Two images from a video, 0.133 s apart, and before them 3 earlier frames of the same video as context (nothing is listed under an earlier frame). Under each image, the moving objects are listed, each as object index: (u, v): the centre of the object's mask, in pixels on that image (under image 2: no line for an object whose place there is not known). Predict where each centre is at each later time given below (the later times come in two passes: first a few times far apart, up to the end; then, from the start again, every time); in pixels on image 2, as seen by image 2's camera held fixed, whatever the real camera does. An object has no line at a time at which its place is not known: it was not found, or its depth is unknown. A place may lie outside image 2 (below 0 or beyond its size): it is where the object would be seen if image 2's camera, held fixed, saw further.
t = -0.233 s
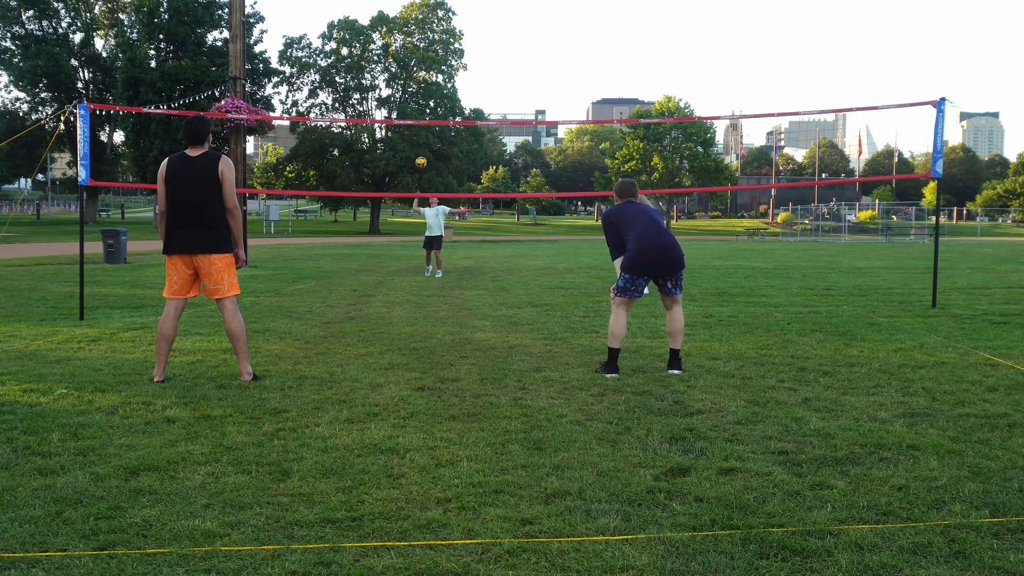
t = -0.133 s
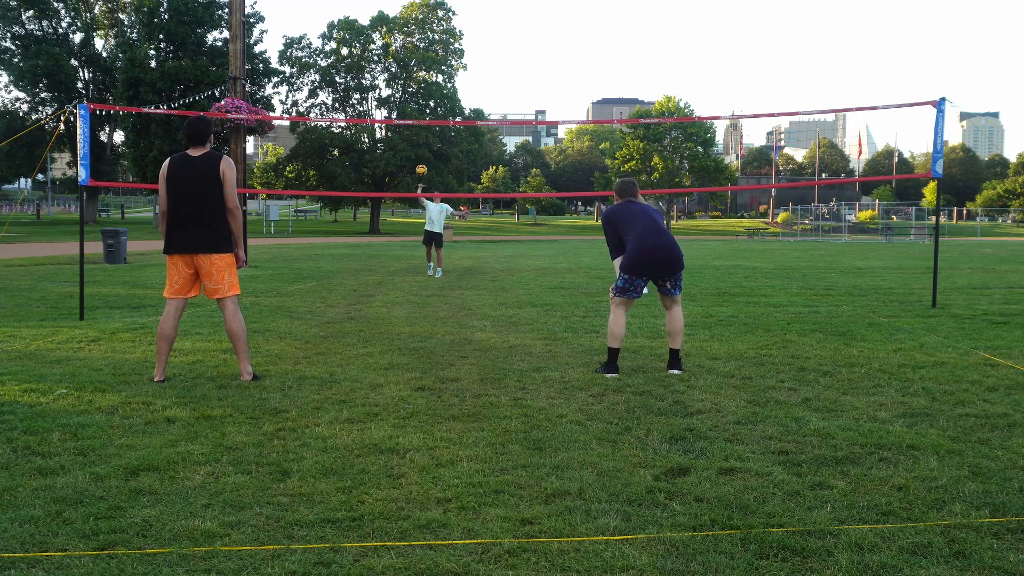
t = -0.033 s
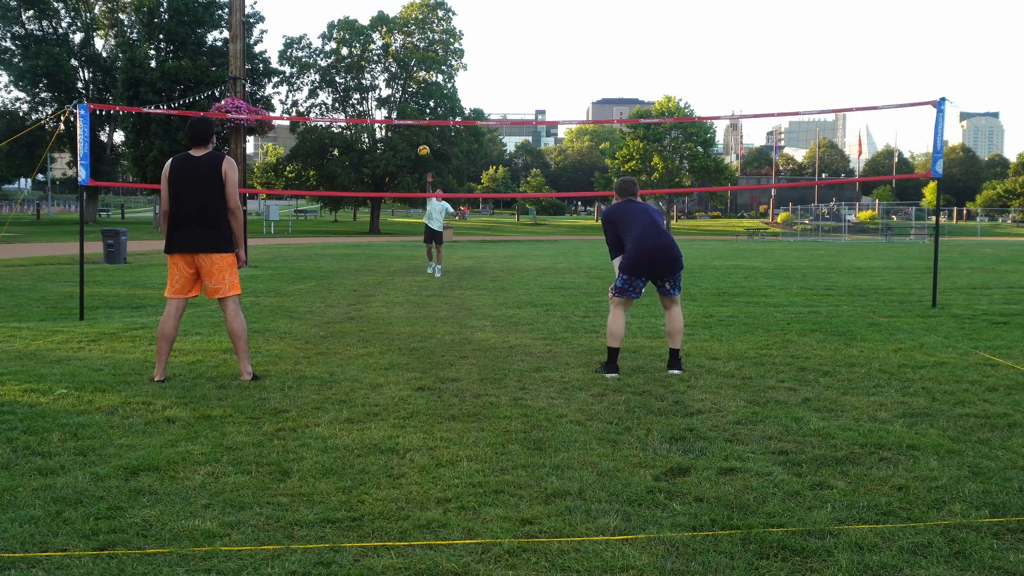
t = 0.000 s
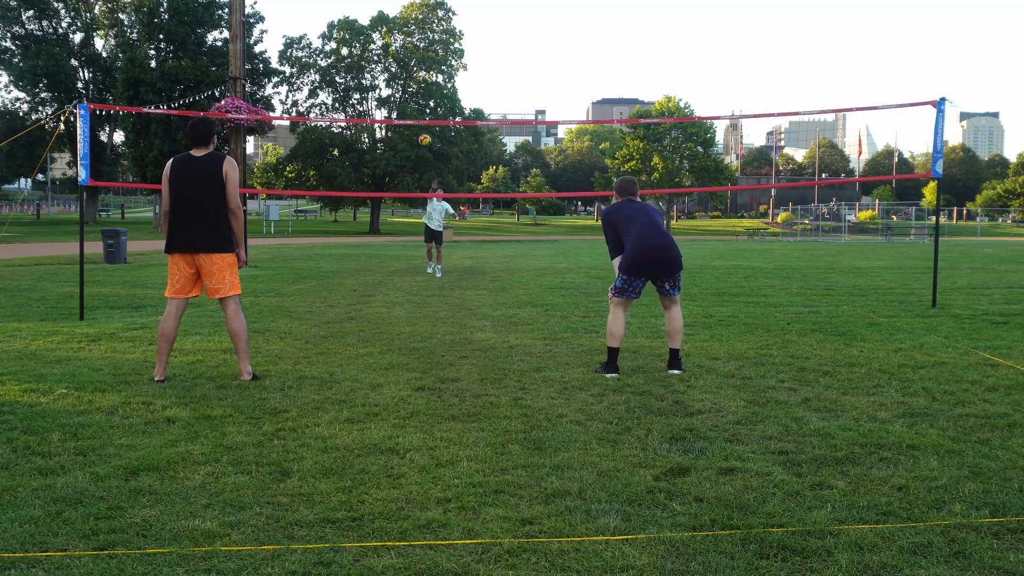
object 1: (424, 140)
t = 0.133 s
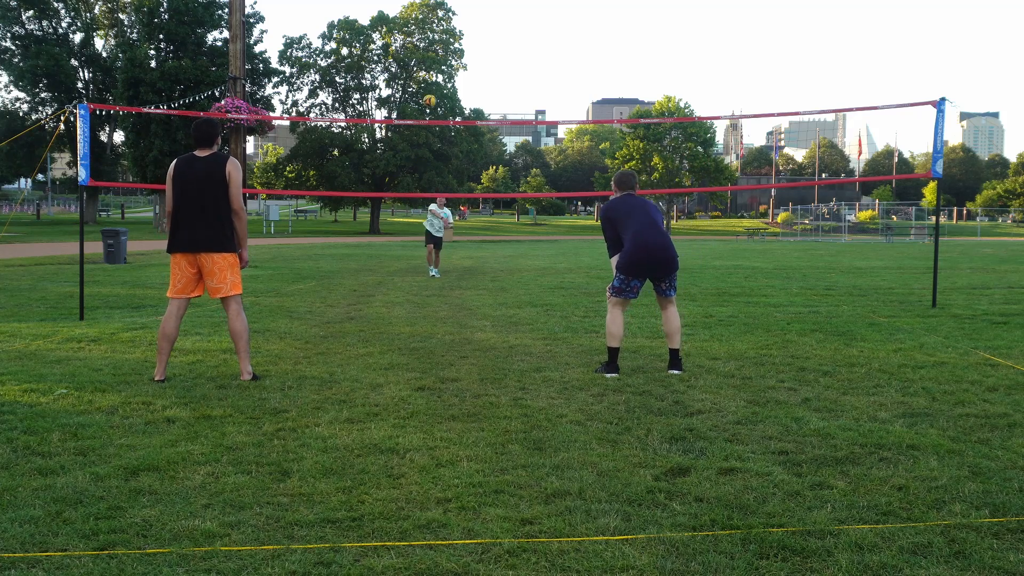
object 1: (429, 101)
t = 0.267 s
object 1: (436, 70)
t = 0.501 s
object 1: (457, 37)
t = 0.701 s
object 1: (485, 36)
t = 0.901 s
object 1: (524, 70)
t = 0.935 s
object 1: (531, 81)
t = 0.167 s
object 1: (431, 92)
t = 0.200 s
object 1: (433, 84)
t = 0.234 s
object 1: (435, 76)
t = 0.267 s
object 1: (436, 70)
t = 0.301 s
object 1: (439, 62)
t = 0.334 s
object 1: (441, 57)
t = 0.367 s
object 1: (443, 52)
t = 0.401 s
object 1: (447, 47)
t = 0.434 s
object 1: (450, 43)
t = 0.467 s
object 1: (453, 39)
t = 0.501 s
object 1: (457, 37)
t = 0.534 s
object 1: (461, 35)
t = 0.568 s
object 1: (465, 34)
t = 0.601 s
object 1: (470, 33)
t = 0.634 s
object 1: (475, 33)
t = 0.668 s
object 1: (480, 34)
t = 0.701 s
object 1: (485, 36)
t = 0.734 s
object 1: (491, 39)
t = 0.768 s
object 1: (496, 43)
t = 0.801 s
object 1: (503, 48)
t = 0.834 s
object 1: (509, 54)
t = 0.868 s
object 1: (516, 61)
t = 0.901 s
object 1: (524, 70)
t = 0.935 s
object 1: (531, 81)
